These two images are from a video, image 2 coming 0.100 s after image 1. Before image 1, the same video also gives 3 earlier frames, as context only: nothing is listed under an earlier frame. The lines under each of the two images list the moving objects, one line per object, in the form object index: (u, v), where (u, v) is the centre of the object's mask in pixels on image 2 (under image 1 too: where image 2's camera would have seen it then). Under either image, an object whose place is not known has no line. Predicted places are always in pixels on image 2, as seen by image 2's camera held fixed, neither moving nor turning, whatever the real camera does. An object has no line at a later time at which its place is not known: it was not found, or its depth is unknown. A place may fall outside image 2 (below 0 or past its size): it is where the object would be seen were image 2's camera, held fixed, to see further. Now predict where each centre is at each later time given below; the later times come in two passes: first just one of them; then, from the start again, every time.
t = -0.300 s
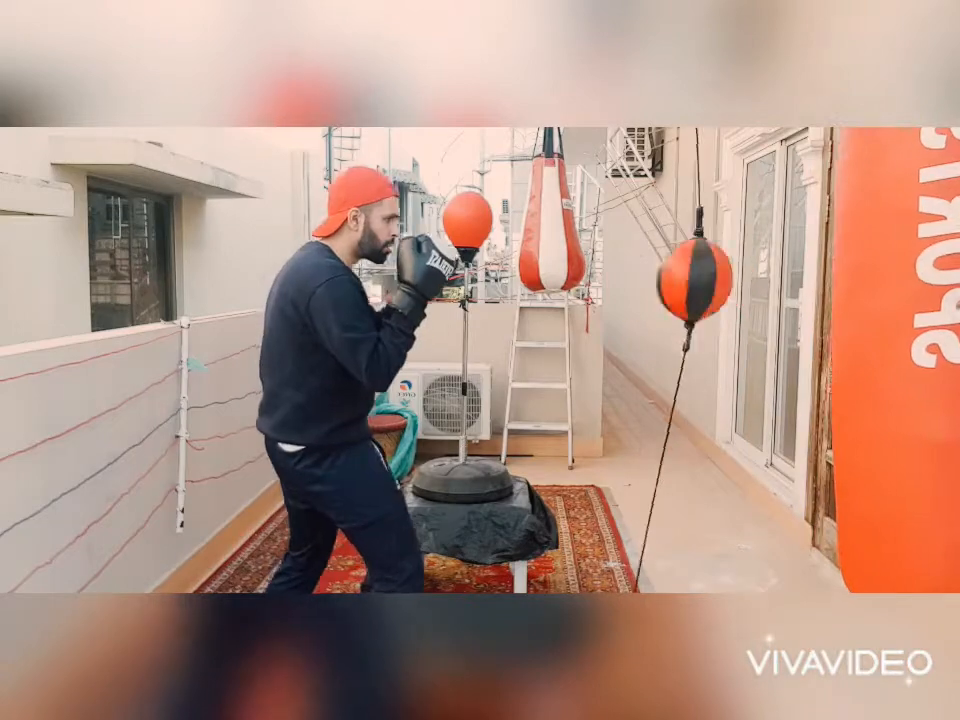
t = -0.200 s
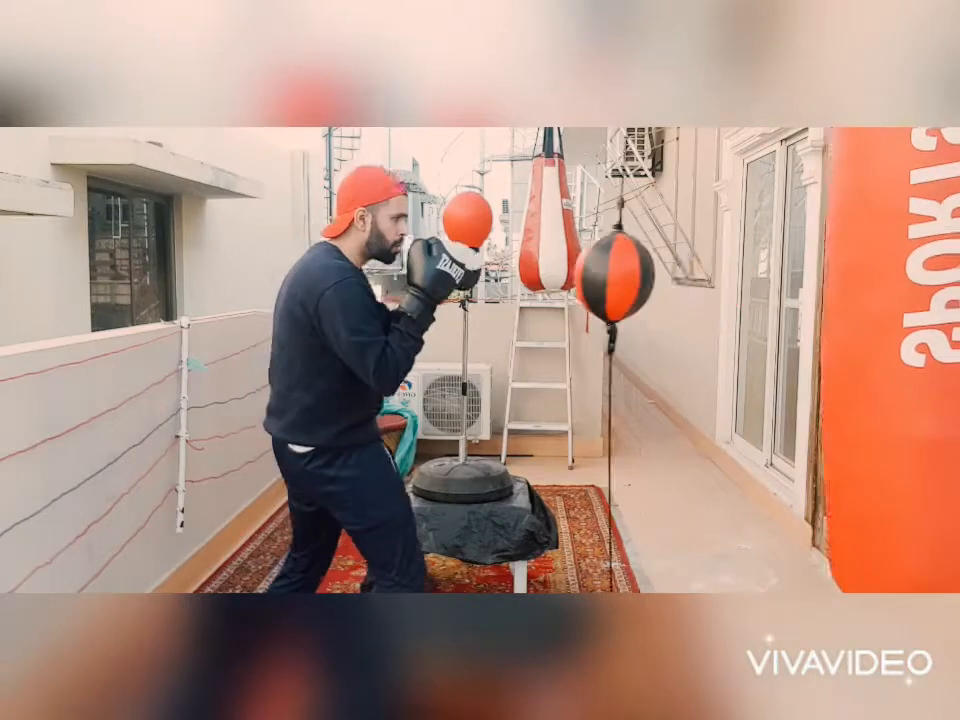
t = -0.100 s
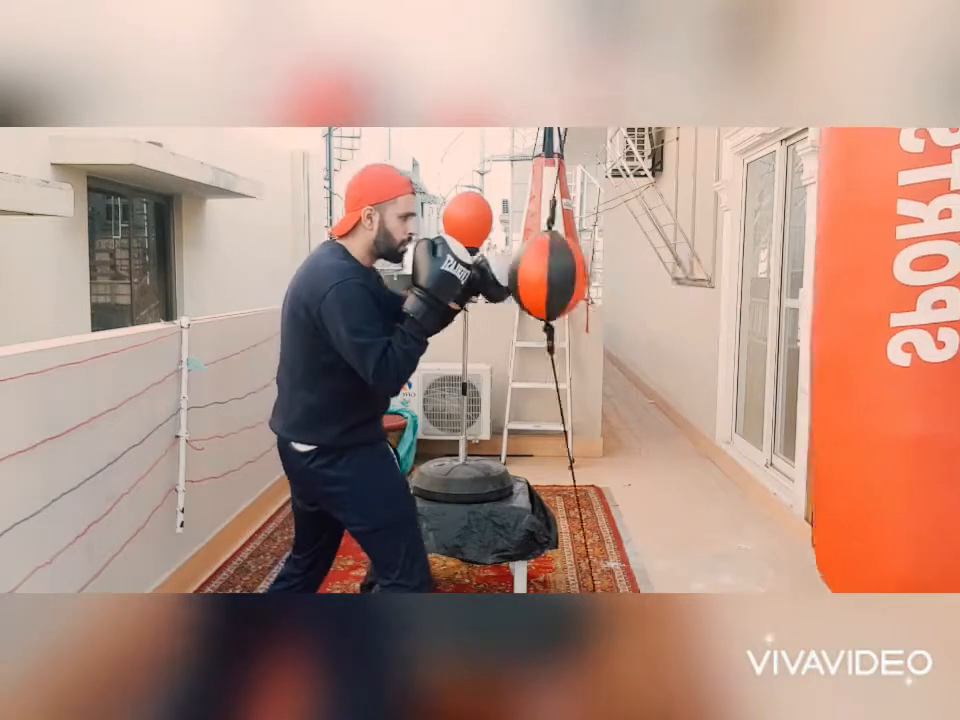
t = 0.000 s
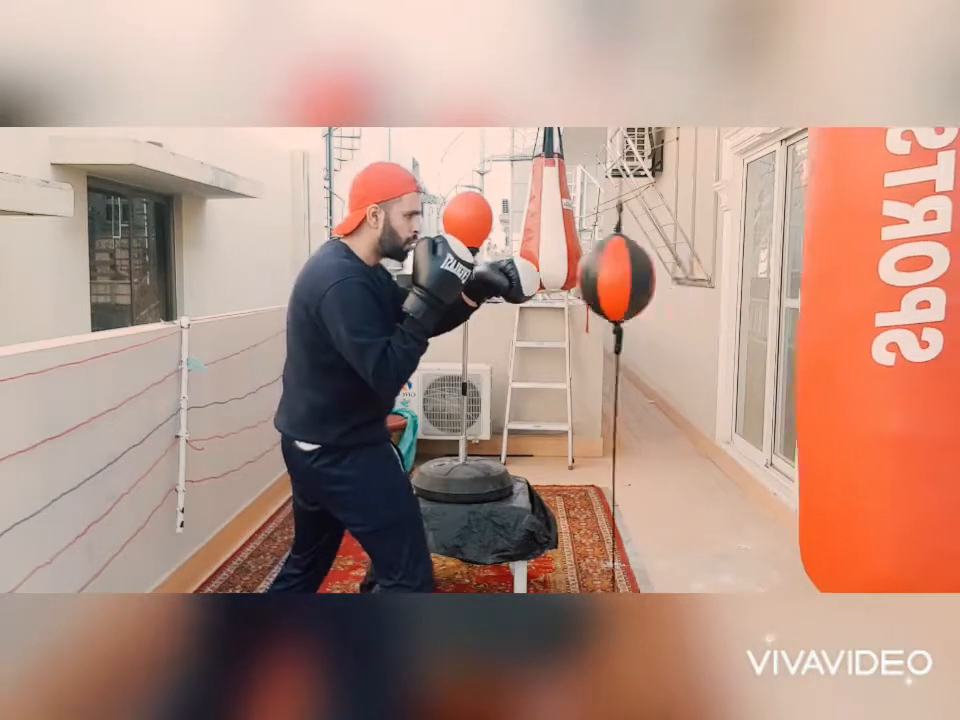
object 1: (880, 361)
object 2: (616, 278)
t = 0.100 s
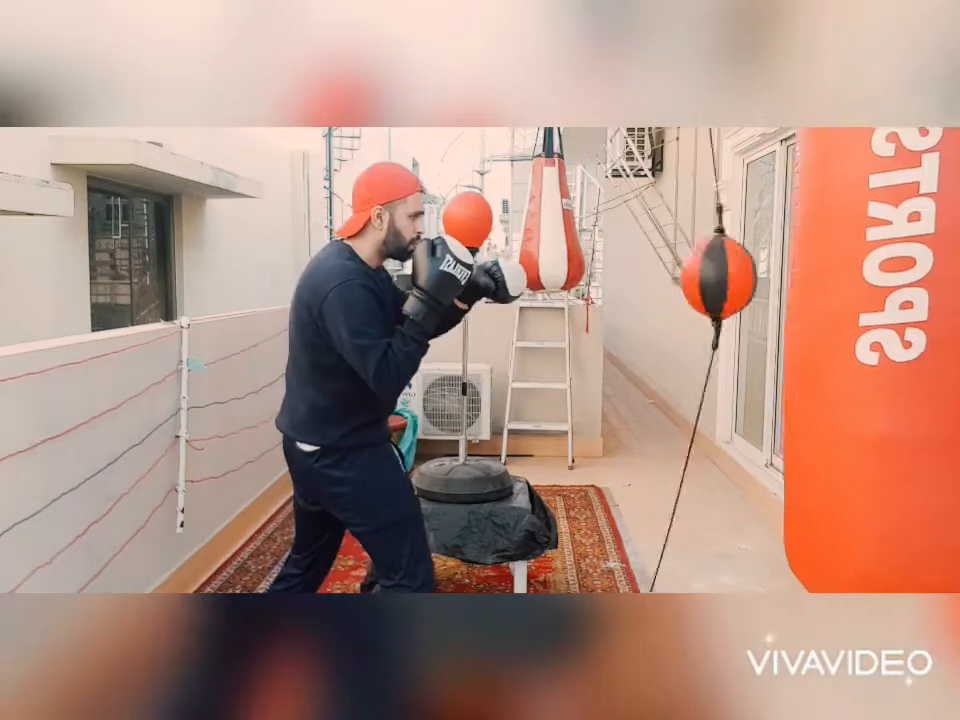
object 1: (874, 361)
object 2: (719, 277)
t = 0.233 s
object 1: (864, 362)
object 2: (722, 279)
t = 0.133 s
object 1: (871, 361)
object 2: (737, 277)
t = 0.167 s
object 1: (869, 362)
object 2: (742, 278)
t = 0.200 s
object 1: (866, 361)
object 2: (738, 279)
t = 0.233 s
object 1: (864, 362)
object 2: (722, 279)
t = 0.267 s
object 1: (861, 362)
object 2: (699, 280)
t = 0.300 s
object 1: (859, 362)
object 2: (668, 279)
